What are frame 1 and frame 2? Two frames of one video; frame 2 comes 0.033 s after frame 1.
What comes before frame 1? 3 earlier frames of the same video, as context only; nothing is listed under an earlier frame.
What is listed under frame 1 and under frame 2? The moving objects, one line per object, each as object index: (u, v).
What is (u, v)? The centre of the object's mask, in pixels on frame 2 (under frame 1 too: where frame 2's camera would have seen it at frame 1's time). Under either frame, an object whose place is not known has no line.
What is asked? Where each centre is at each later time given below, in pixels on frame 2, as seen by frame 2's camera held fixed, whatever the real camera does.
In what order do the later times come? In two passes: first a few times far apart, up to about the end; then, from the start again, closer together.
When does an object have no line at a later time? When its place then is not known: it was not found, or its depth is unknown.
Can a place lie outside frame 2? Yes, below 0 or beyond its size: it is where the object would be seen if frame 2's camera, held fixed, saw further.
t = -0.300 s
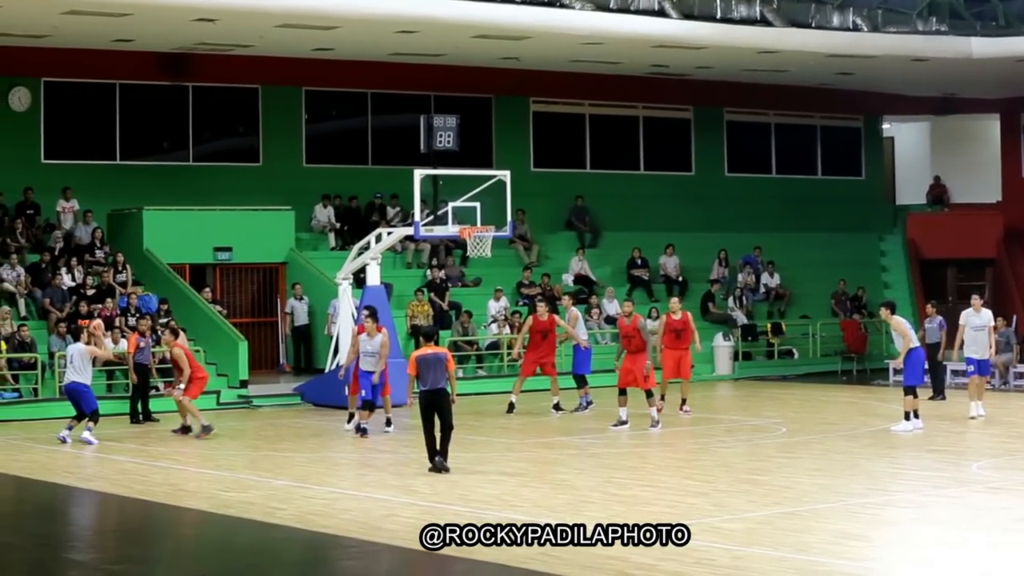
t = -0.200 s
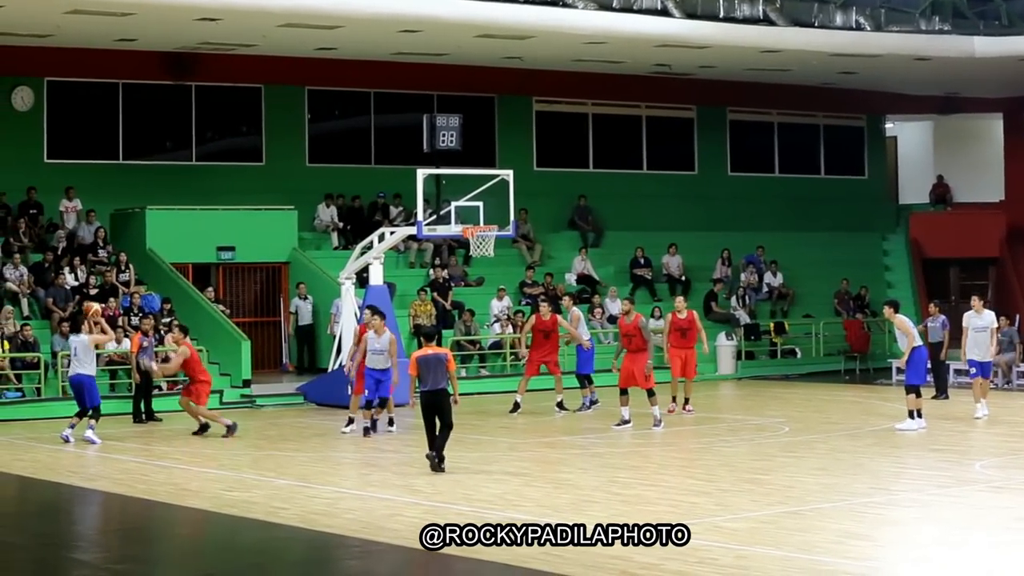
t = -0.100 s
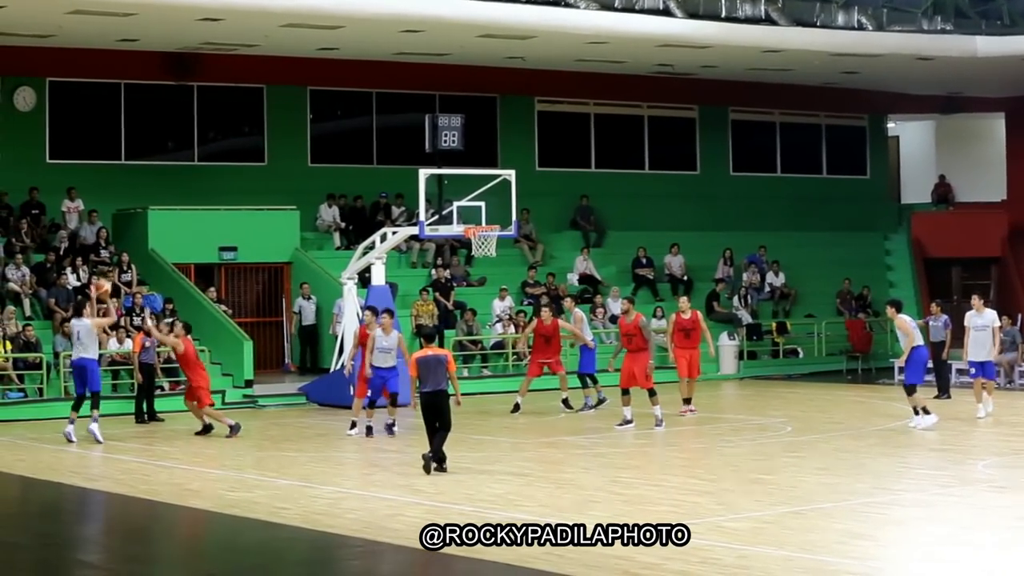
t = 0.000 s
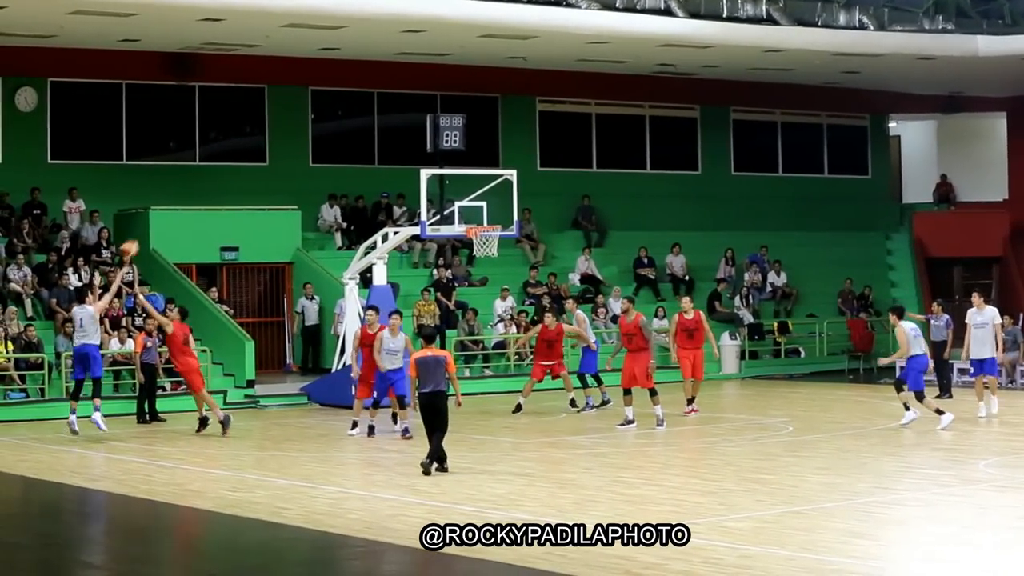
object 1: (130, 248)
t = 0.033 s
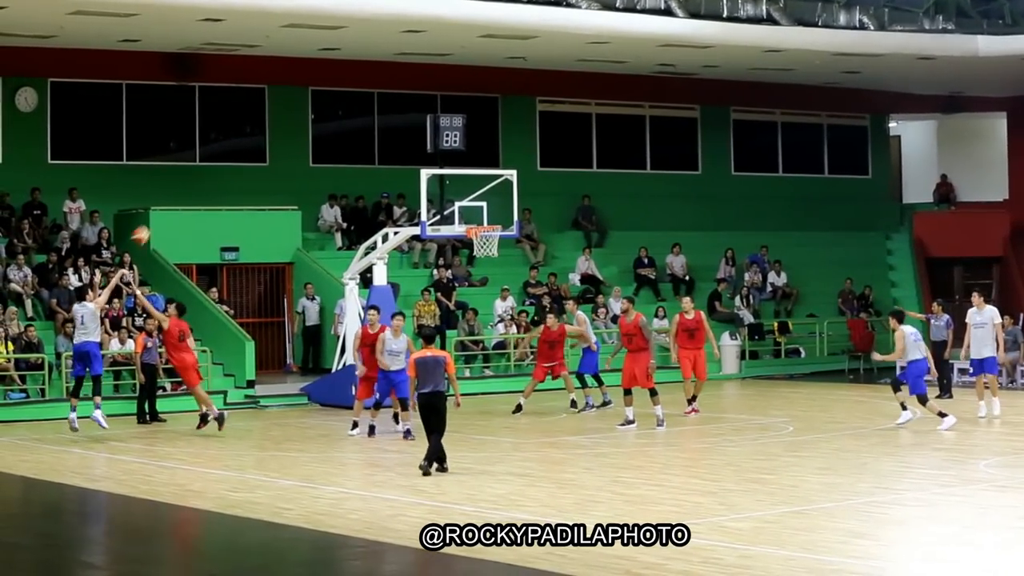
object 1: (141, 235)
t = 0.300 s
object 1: (230, 158)
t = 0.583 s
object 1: (319, 129)
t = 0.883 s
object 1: (407, 155)
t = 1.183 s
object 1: (488, 230)
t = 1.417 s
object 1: (533, 296)
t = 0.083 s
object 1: (158, 217)
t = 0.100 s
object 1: (164, 211)
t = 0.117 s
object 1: (170, 205)
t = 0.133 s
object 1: (175, 200)
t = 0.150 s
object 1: (180, 195)
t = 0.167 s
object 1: (186, 190)
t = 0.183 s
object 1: (191, 185)
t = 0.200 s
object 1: (197, 181)
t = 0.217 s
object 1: (203, 176)
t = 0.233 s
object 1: (208, 173)
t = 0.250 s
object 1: (214, 168)
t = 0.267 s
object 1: (219, 165)
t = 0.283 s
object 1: (225, 161)
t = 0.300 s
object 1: (230, 158)
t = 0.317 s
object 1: (235, 155)
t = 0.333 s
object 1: (241, 151)
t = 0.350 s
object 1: (246, 149)
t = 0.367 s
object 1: (251, 146)
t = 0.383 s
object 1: (256, 144)
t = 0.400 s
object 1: (262, 142)
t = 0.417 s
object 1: (267, 139)
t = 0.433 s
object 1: (272, 138)
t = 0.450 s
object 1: (277, 136)
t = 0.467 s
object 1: (283, 135)
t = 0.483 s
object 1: (288, 133)
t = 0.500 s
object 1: (293, 132)
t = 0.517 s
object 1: (298, 131)
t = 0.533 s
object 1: (303, 131)
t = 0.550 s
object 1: (308, 130)
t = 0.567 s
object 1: (313, 130)
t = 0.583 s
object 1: (319, 129)
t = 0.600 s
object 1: (323, 130)
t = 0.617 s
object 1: (328, 130)
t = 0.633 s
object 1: (333, 130)
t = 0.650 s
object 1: (339, 130)
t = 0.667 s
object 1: (344, 131)
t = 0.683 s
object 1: (349, 132)
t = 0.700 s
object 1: (354, 133)
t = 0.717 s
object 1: (359, 134)
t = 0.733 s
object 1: (364, 135)
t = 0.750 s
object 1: (369, 137)
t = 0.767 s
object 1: (374, 139)
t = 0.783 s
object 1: (379, 141)
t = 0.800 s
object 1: (383, 143)
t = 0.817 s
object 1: (388, 145)
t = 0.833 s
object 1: (393, 147)
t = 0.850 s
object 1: (398, 150)
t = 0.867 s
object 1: (403, 153)
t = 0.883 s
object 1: (407, 155)
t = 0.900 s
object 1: (413, 159)
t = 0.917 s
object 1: (417, 161)
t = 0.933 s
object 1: (422, 164)
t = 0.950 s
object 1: (426, 168)
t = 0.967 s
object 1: (431, 172)
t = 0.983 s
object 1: (436, 176)
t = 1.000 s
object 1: (440, 181)
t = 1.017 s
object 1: (444, 184)
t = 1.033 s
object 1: (449, 188)
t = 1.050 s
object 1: (453, 192)
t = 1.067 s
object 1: (458, 196)
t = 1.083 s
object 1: (462, 202)
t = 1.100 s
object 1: (468, 207)
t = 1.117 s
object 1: (472, 212)
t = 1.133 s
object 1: (476, 217)
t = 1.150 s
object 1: (481, 220)
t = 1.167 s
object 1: (485, 223)
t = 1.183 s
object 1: (488, 230)
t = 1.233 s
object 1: (501, 246)
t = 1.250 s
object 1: (503, 251)
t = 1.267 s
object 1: (506, 254)
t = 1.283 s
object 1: (509, 259)
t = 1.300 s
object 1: (512, 263)
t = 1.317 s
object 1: (515, 267)
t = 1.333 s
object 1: (517, 271)
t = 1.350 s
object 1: (521, 276)
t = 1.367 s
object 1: (523, 281)
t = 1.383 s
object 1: (526, 286)
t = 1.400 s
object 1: (529, 292)
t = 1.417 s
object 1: (533, 296)
